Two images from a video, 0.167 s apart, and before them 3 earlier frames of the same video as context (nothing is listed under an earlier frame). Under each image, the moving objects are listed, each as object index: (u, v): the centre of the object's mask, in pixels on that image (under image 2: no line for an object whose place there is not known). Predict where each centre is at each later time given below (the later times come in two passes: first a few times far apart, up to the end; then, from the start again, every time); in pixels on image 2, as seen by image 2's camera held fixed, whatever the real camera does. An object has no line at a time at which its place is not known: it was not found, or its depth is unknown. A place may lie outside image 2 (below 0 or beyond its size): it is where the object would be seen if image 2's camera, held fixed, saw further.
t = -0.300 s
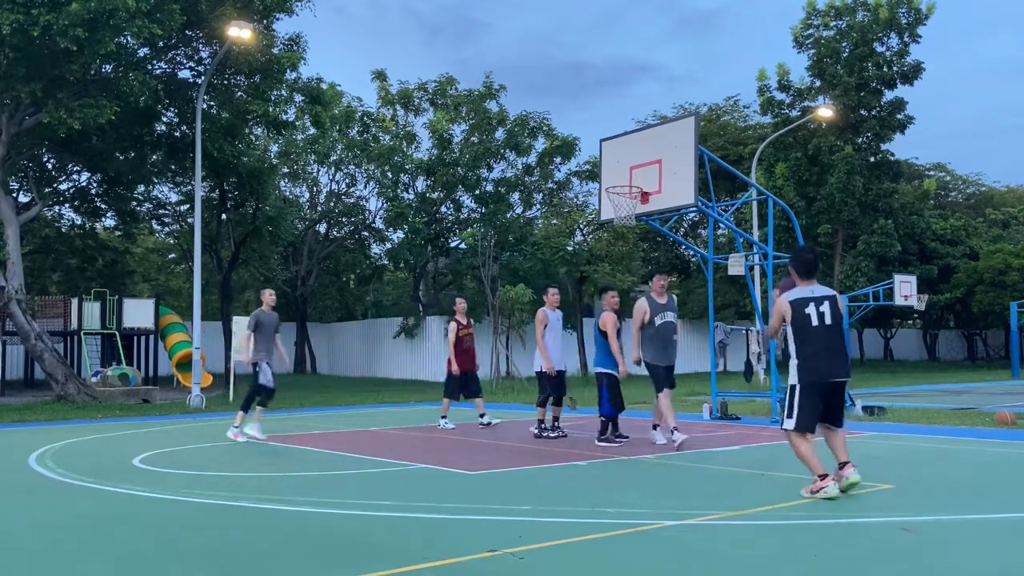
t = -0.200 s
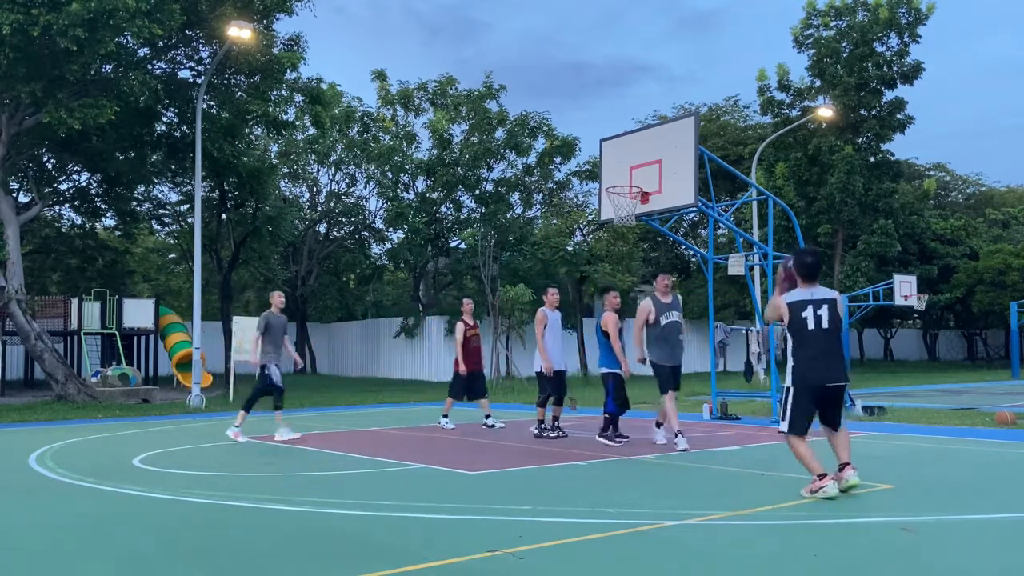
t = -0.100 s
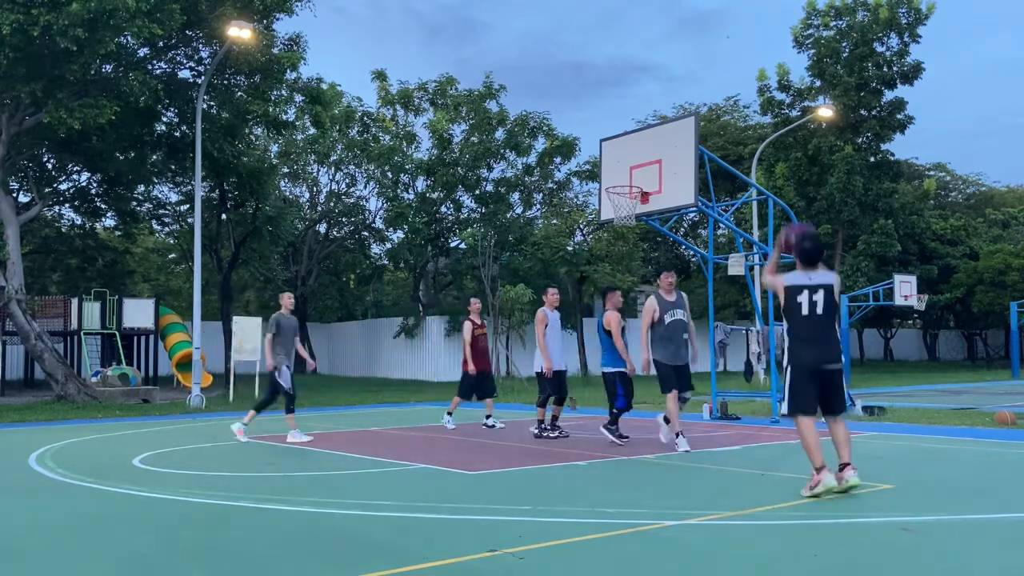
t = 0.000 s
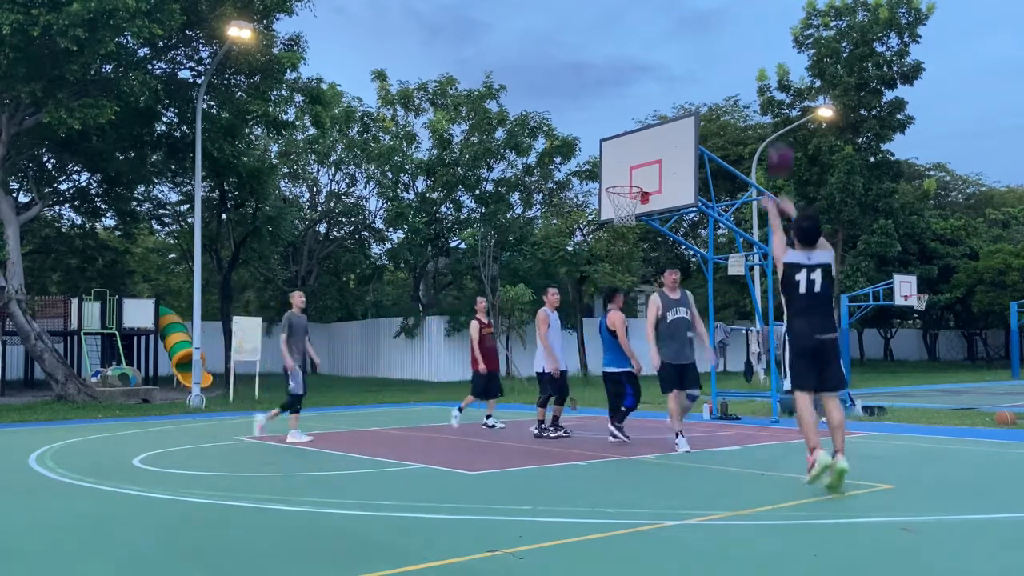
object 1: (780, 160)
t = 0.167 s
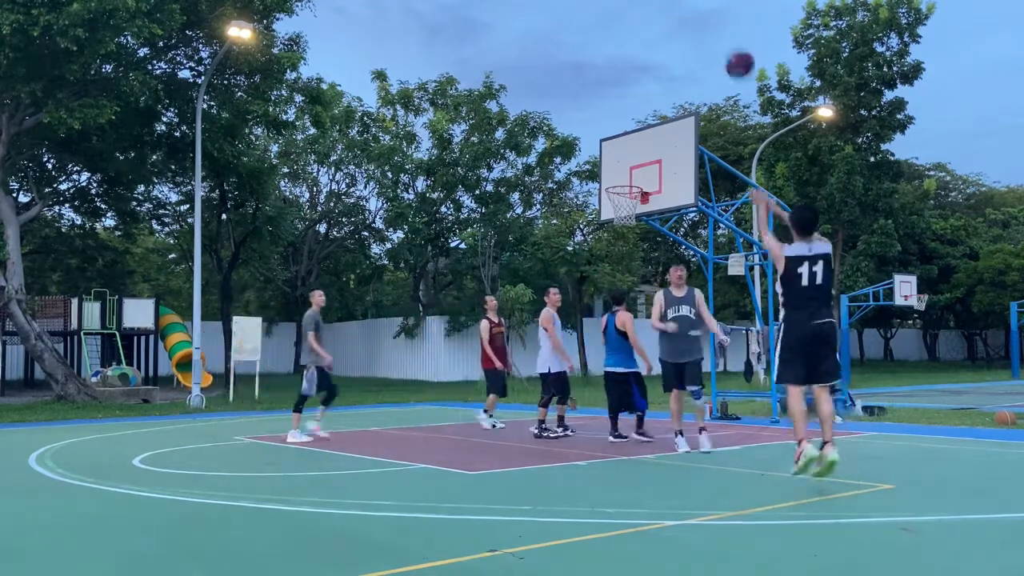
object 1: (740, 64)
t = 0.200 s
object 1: (733, 51)
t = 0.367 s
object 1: (704, 9)
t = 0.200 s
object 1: (733, 51)
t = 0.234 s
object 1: (727, 39)
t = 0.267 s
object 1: (721, 29)
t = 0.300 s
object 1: (715, 20)
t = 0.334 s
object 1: (710, 13)
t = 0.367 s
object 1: (704, 9)
